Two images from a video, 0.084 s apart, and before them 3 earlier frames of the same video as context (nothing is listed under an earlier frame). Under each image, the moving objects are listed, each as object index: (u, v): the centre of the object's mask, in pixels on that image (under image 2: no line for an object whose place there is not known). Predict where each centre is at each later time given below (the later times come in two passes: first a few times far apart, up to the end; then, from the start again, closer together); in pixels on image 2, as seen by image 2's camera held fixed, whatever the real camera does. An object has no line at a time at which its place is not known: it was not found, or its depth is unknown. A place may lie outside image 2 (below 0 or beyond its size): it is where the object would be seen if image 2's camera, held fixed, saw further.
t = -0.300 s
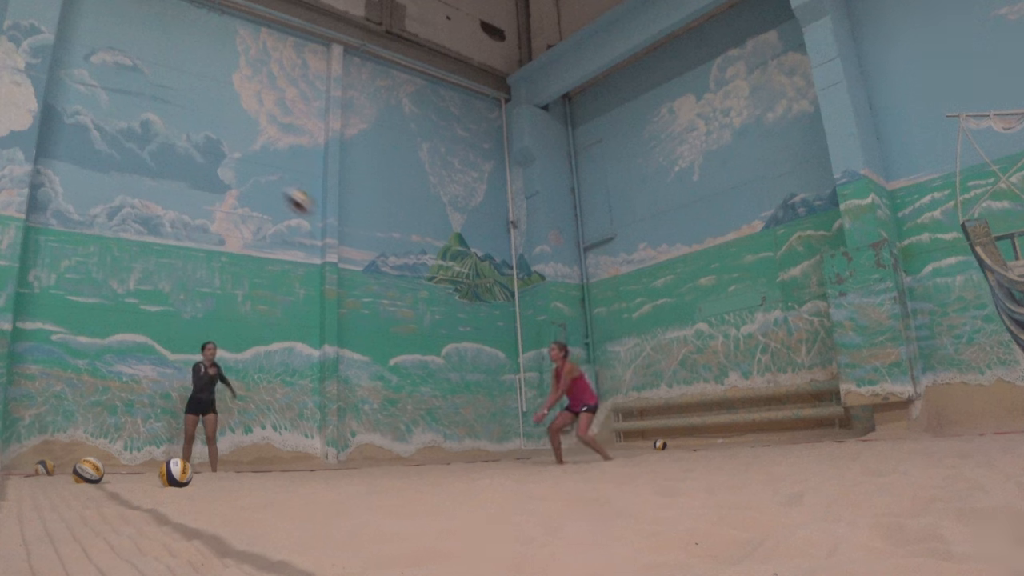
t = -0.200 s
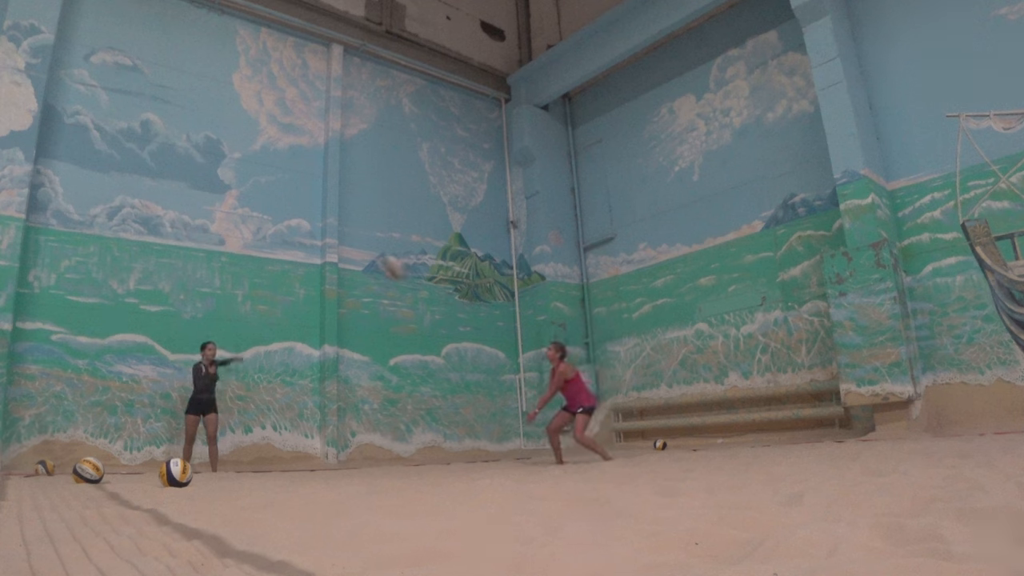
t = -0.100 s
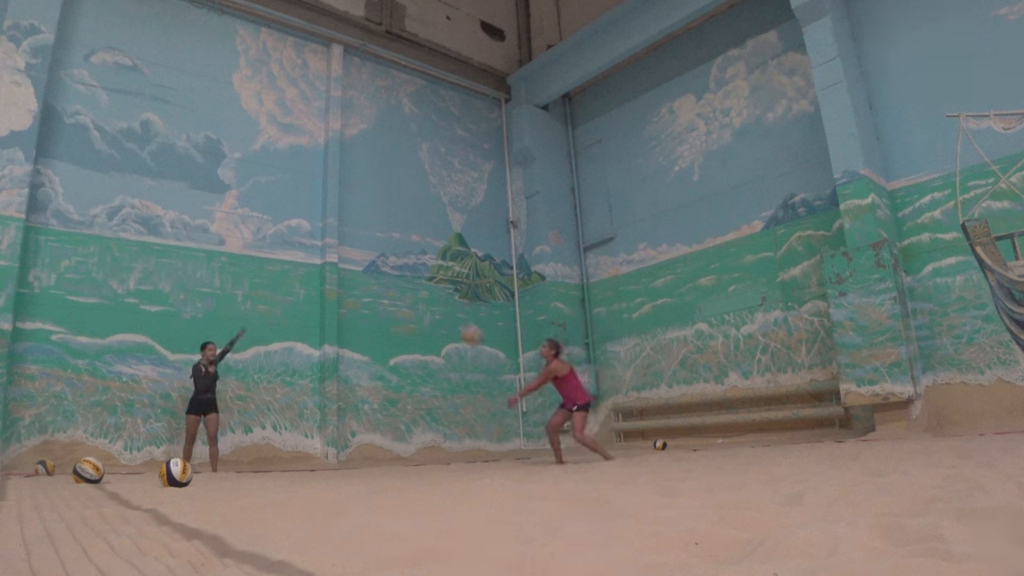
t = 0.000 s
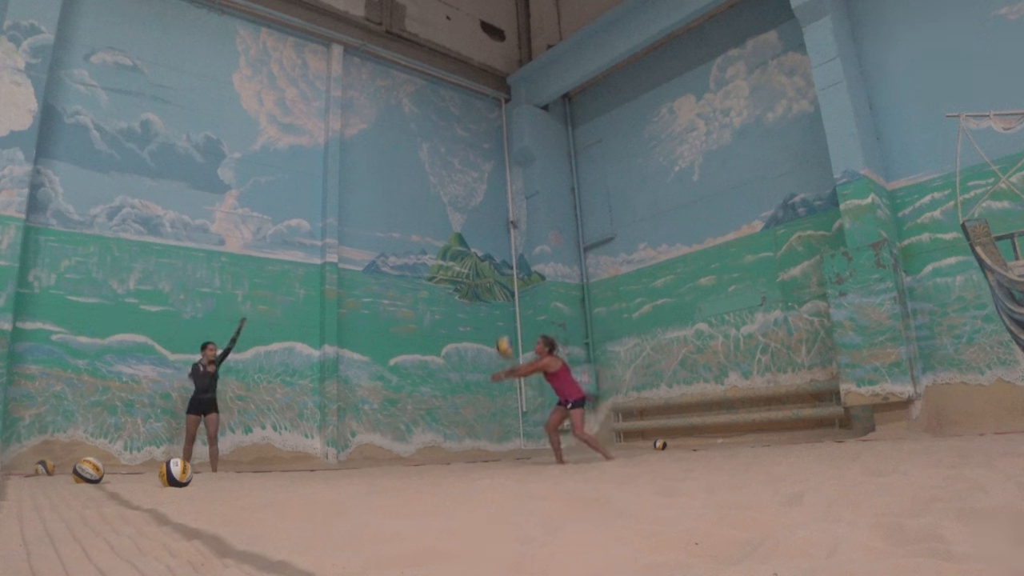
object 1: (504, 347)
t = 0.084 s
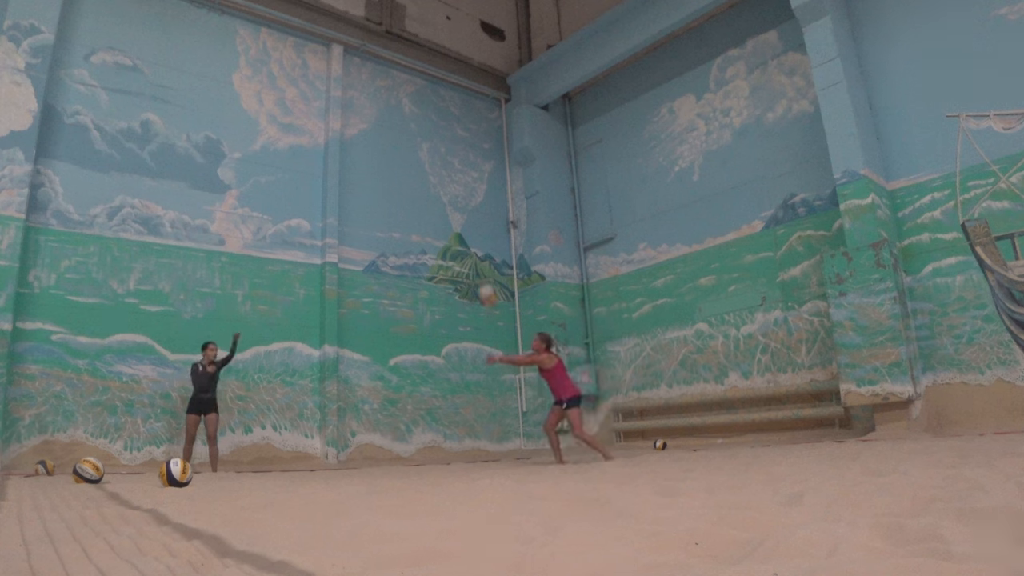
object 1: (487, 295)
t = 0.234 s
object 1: (459, 217)
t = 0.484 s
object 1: (409, 124)
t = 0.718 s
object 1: (361, 83)
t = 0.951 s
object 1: (305, 89)
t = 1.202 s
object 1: (229, 166)
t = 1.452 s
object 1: (124, 358)
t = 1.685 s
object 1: (79, 390)
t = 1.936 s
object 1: (72, 311)
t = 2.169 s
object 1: (59, 322)
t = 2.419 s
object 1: (40, 429)
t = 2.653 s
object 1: (43, 440)
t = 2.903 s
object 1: (52, 473)
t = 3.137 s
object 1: (64, 472)
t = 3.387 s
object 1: (62, 472)
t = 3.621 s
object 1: (61, 472)
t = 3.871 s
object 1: (60, 473)
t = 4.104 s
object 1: (61, 473)
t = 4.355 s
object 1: (61, 473)
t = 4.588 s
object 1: (61, 473)
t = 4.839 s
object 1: (61, 472)
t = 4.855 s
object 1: (61, 472)
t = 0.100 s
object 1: (485, 288)
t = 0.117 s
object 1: (482, 276)
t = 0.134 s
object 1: (479, 267)
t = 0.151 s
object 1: (475, 260)
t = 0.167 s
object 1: (471, 249)
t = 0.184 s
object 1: (470, 241)
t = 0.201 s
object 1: (465, 232)
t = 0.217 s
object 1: (461, 224)
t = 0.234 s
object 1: (459, 217)
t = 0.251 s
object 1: (455, 209)
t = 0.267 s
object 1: (451, 203)
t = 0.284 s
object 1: (448, 193)
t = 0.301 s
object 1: (446, 187)
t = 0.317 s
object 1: (442, 180)
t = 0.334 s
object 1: (439, 174)
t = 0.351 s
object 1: (436, 168)
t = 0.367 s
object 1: (432, 161)
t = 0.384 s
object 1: (429, 155)
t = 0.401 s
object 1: (425, 149)
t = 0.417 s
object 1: (422, 144)
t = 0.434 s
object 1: (419, 139)
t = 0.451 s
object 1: (416, 134)
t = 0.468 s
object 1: (412, 129)
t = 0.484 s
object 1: (409, 124)
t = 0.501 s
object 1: (406, 119)
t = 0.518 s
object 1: (403, 115)
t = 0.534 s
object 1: (400, 111)
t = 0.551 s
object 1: (396, 108)
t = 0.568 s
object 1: (393, 104)
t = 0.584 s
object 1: (390, 101)
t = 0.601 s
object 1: (386, 98)
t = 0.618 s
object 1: (383, 96)
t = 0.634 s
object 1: (380, 93)
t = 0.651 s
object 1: (375, 91)
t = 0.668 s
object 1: (372, 88)
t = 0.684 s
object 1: (368, 86)
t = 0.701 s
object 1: (365, 84)
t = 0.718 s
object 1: (361, 83)
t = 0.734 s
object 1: (357, 82)
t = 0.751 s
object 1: (354, 81)
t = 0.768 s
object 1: (349, 80)
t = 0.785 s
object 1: (346, 80)
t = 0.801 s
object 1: (343, 79)
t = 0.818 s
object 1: (338, 79)
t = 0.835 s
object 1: (335, 79)
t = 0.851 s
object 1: (330, 81)
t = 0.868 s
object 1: (326, 81)
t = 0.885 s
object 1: (322, 82)
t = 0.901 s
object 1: (318, 83)
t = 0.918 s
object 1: (313, 85)
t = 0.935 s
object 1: (309, 88)
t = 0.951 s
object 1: (305, 89)
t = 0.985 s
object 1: (295, 94)
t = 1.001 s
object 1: (291, 97)
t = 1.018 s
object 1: (286, 100)
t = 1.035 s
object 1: (281, 105)
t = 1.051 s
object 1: (277, 109)
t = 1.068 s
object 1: (271, 115)
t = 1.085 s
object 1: (266, 119)
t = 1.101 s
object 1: (261, 125)
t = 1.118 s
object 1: (256, 130)
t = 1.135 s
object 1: (251, 137)
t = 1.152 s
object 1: (244, 144)
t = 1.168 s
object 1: (239, 150)
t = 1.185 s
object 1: (234, 157)
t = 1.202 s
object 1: (229, 166)
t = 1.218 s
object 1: (222, 176)
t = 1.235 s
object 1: (216, 184)
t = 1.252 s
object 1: (210, 192)
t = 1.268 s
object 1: (203, 203)
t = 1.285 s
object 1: (197, 213)
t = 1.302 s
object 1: (190, 225)
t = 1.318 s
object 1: (184, 236)
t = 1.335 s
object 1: (177, 249)
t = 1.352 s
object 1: (170, 263)
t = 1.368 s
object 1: (163, 277)
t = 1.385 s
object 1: (157, 291)
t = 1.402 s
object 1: (149, 304)
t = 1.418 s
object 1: (142, 322)
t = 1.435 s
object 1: (133, 342)
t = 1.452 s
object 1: (124, 358)
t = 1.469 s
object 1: (119, 374)
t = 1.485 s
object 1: (111, 394)
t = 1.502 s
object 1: (103, 417)
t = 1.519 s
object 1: (94, 434)
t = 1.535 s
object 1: (86, 455)
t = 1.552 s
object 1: (80, 473)
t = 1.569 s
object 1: (79, 465)
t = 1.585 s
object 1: (79, 450)
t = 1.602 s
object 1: (80, 440)
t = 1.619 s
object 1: (79, 429)
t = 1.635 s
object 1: (78, 418)
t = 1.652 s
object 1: (78, 409)
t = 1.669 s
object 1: (79, 400)
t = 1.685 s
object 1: (79, 390)
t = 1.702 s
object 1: (78, 381)
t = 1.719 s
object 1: (78, 374)
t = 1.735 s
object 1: (77, 366)
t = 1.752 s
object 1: (77, 359)
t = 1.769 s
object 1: (75, 352)
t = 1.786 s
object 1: (76, 346)
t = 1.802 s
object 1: (75, 340)
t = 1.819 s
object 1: (75, 334)
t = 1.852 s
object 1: (74, 325)
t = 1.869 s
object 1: (74, 322)
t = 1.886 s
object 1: (73, 318)
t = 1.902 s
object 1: (73, 315)
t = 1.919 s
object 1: (72, 313)
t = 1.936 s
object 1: (72, 311)
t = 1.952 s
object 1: (71, 309)
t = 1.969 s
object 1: (71, 307)
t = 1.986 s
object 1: (70, 306)
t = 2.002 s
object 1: (70, 306)
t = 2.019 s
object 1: (69, 305)
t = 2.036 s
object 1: (69, 306)
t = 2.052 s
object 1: (68, 306)
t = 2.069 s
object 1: (68, 307)
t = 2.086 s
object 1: (66, 308)
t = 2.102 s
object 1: (65, 310)
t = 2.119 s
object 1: (64, 312)
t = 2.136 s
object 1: (63, 315)
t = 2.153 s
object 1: (62, 318)
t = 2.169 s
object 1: (59, 322)
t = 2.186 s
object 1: (58, 326)
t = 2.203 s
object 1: (57, 330)
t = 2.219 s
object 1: (56, 336)
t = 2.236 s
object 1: (55, 341)
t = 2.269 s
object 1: (53, 353)
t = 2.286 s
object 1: (51, 360)
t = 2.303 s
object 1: (50, 367)
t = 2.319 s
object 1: (48, 376)
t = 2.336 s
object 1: (47, 383)
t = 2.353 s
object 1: (45, 391)
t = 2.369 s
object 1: (45, 400)
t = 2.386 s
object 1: (42, 410)
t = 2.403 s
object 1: (41, 419)
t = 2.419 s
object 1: (40, 429)
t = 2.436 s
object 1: (38, 441)
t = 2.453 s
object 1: (37, 452)
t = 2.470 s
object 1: (37, 465)
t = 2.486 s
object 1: (35, 467)
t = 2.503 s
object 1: (36, 465)
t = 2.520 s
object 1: (36, 459)
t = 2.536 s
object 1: (38, 455)
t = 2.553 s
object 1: (39, 452)
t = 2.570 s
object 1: (40, 449)
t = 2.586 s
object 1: (40, 447)
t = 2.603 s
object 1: (40, 443)
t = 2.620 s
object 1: (41, 442)
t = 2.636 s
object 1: (42, 441)
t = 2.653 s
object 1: (43, 440)
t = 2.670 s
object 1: (44, 439)
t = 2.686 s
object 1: (45, 439)
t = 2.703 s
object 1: (46, 440)
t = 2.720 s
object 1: (47, 441)
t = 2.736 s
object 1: (47, 442)
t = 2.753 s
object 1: (48, 444)
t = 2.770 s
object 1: (49, 447)
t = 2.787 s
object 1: (49, 450)
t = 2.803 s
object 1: (50, 453)
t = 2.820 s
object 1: (51, 456)
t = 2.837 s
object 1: (51, 460)
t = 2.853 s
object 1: (52, 465)
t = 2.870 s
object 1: (51, 470)
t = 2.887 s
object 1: (51, 472)
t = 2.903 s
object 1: (52, 473)
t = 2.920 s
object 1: (53, 473)
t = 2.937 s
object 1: (54, 473)
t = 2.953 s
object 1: (56, 472)
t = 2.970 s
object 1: (57, 473)
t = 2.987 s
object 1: (58, 472)
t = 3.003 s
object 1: (59, 473)
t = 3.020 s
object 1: (60, 473)
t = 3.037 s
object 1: (60, 473)
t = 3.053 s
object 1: (61, 472)
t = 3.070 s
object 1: (62, 473)
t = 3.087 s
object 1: (62, 472)
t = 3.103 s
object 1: (63, 472)
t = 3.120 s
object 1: (63, 472)
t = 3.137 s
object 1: (64, 472)
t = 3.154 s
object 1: (64, 472)
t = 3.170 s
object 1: (64, 472)
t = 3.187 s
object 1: (64, 472)
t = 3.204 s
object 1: (64, 472)
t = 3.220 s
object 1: (64, 472)
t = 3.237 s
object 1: (64, 472)
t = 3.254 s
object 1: (64, 472)
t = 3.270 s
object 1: (64, 472)
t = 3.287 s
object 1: (64, 472)
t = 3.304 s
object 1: (64, 472)
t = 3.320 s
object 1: (64, 472)
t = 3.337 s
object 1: (63, 472)
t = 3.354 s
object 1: (63, 472)
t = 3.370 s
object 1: (62, 472)
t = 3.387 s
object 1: (62, 472)
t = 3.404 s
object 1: (62, 472)
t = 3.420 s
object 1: (61, 472)
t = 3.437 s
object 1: (61, 472)
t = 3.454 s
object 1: (61, 472)
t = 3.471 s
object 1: (61, 472)
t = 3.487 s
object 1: (61, 472)
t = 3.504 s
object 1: (61, 472)
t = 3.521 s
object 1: (61, 472)
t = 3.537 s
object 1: (61, 472)
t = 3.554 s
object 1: (61, 472)
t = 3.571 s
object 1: (61, 472)
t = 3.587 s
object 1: (61, 472)
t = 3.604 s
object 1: (61, 472)
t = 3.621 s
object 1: (61, 472)
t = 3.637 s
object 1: (61, 472)
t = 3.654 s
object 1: (61, 472)
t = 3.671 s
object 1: (61, 472)
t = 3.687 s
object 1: (61, 472)
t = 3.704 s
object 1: (61, 472)
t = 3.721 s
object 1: (62, 473)
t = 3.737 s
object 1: (62, 473)
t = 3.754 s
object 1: (62, 473)
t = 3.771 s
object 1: (61, 473)
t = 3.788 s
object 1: (61, 473)
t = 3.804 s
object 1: (61, 473)
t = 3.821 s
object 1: (61, 473)
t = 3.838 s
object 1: (61, 473)
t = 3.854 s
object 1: (61, 473)
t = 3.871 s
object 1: (60, 473)
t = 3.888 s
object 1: (60, 473)
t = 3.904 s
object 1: (60, 473)
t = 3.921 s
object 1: (60, 473)
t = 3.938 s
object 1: (60, 473)
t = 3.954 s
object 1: (61, 473)
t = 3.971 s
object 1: (61, 473)
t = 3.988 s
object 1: (61, 473)
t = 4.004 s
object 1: (61, 473)
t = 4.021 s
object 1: (61, 473)
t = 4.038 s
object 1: (61, 473)
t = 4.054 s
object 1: (61, 473)
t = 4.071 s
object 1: (61, 473)
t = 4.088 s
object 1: (61, 473)
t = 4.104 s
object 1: (61, 473)
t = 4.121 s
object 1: (61, 473)
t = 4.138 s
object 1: (61, 473)
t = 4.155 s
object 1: (61, 473)
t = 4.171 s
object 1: (61, 473)
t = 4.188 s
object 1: (61, 472)
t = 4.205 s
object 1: (61, 473)
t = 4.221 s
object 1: (61, 472)
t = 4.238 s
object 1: (61, 473)
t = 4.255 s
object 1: (61, 473)
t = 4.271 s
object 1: (61, 473)
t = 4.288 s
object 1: (61, 473)
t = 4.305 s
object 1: (61, 473)
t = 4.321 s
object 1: (61, 473)
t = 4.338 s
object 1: (61, 473)
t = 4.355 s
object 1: (61, 473)
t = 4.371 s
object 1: (61, 473)
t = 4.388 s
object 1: (61, 473)
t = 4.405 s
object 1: (61, 473)
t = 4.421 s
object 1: (61, 473)
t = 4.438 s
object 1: (61, 473)
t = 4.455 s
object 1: (61, 473)
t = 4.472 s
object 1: (61, 473)
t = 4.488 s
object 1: (61, 473)
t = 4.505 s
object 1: (61, 473)
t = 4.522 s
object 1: (61, 473)
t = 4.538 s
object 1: (61, 473)
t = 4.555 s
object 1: (61, 473)
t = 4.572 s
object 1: (61, 473)
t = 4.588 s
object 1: (61, 473)
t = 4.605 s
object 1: (61, 473)
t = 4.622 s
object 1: (61, 473)
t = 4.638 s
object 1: (61, 473)
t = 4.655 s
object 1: (61, 473)
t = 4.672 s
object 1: (61, 473)
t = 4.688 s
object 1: (61, 473)
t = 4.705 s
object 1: (61, 473)
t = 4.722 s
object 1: (61, 473)
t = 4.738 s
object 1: (61, 473)
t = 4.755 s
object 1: (61, 473)
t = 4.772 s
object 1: (61, 473)
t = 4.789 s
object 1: (61, 473)
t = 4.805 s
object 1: (61, 473)
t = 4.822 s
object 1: (61, 473)
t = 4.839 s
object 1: (61, 472)
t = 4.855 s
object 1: (61, 472)
